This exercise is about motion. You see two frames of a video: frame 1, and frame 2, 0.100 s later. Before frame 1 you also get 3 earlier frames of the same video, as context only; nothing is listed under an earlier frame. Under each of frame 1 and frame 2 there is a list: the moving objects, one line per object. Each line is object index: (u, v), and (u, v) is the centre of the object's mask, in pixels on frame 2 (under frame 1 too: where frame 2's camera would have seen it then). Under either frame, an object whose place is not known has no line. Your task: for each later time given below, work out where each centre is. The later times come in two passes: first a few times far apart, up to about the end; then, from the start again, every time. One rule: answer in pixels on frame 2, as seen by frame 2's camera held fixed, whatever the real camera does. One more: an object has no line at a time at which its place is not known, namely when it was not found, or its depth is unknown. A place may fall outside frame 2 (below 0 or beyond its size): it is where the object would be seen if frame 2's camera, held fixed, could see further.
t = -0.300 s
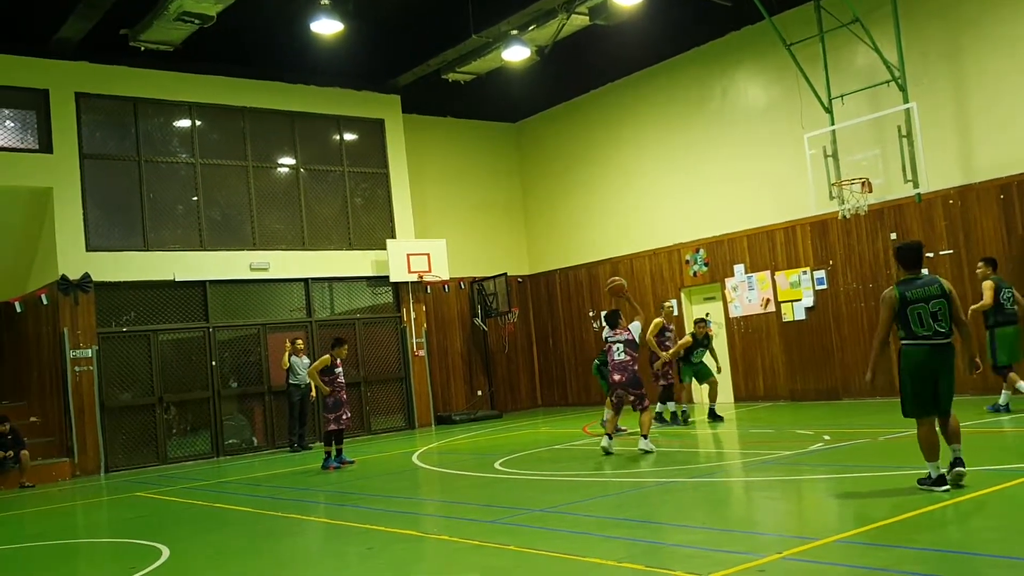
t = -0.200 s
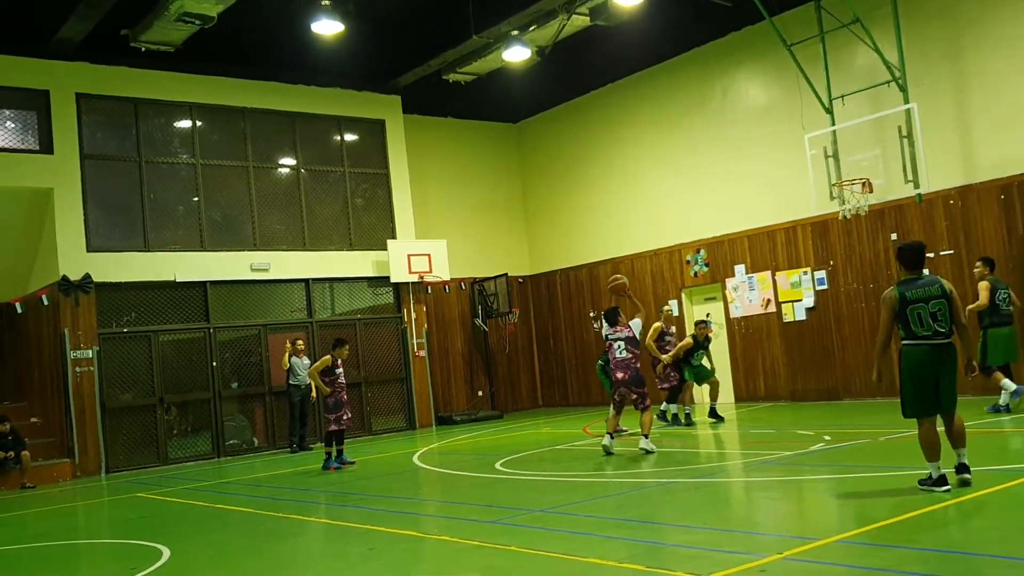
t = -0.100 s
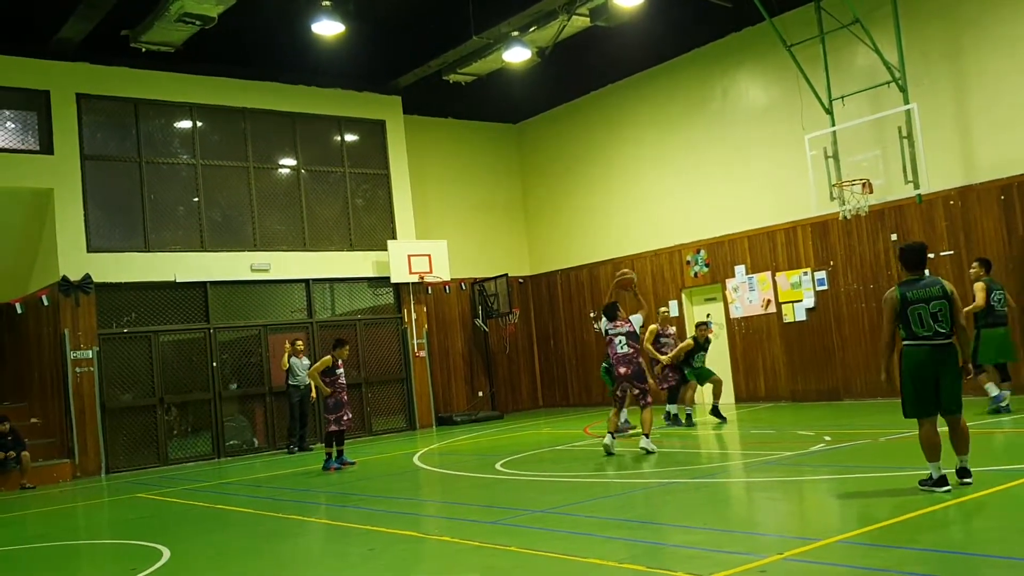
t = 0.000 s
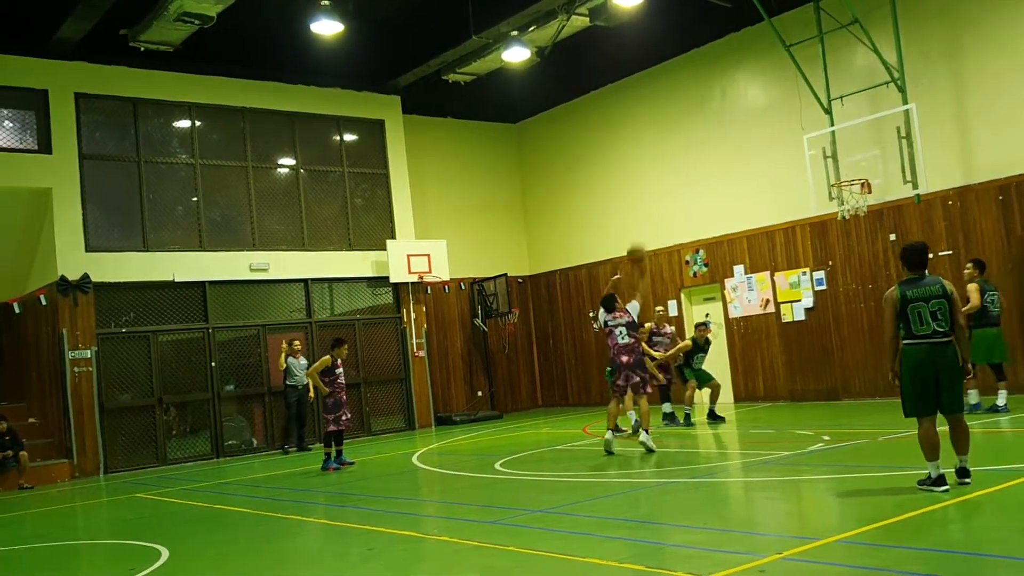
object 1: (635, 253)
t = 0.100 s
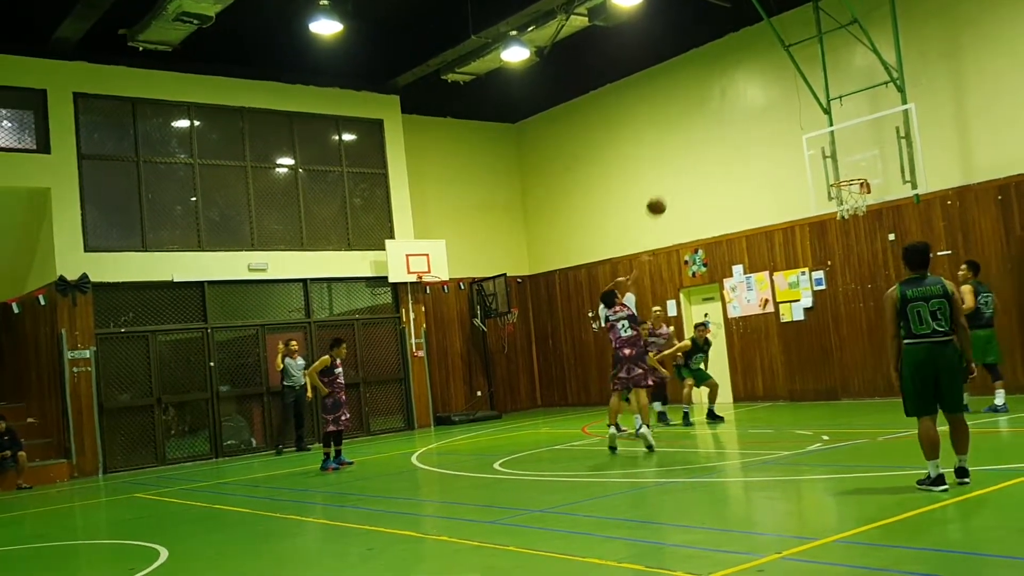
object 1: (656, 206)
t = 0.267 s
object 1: (690, 149)
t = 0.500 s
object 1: (737, 110)
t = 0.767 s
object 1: (792, 116)
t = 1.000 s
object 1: (839, 160)
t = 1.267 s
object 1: (837, 159)
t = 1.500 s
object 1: (824, 163)
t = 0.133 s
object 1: (663, 192)
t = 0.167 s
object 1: (670, 180)
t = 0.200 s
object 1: (677, 169)
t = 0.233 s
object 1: (684, 158)
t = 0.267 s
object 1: (690, 149)
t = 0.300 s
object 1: (697, 140)
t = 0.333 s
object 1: (704, 133)
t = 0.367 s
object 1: (710, 127)
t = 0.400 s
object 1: (717, 121)
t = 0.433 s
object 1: (724, 116)
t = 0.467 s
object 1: (731, 112)
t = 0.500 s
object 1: (737, 110)
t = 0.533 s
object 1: (744, 108)
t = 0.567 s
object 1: (751, 106)
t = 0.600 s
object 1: (758, 106)
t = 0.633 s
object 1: (765, 106)
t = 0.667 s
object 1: (771, 108)
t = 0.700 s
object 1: (778, 109)
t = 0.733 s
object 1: (785, 112)
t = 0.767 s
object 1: (792, 116)
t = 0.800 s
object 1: (798, 120)
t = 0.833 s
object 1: (805, 125)
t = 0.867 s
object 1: (812, 131)
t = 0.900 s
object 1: (818, 137)
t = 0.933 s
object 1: (826, 145)
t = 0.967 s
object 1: (833, 153)
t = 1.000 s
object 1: (839, 160)
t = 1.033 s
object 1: (846, 169)
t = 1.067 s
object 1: (852, 178)
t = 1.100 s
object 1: (849, 176)
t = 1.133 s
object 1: (846, 173)
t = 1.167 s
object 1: (843, 170)
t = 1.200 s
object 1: (841, 166)
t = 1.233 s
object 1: (839, 162)
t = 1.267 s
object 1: (837, 159)
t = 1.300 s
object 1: (835, 157)
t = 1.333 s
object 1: (833, 156)
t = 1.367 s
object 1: (831, 156)
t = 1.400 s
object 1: (829, 157)
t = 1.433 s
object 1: (827, 157)
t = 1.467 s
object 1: (826, 160)
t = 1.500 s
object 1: (824, 163)
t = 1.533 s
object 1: (823, 166)
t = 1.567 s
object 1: (821, 171)
